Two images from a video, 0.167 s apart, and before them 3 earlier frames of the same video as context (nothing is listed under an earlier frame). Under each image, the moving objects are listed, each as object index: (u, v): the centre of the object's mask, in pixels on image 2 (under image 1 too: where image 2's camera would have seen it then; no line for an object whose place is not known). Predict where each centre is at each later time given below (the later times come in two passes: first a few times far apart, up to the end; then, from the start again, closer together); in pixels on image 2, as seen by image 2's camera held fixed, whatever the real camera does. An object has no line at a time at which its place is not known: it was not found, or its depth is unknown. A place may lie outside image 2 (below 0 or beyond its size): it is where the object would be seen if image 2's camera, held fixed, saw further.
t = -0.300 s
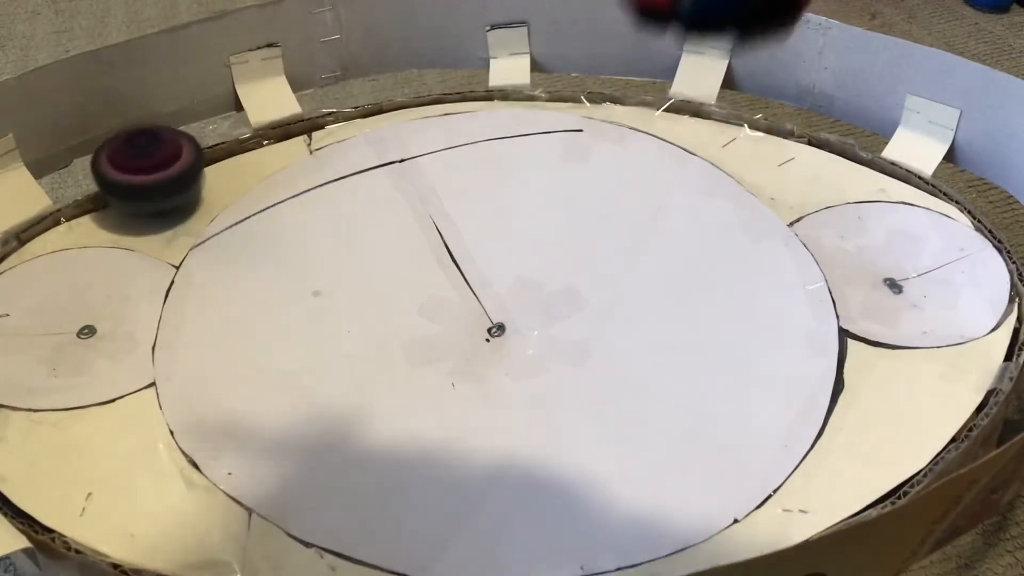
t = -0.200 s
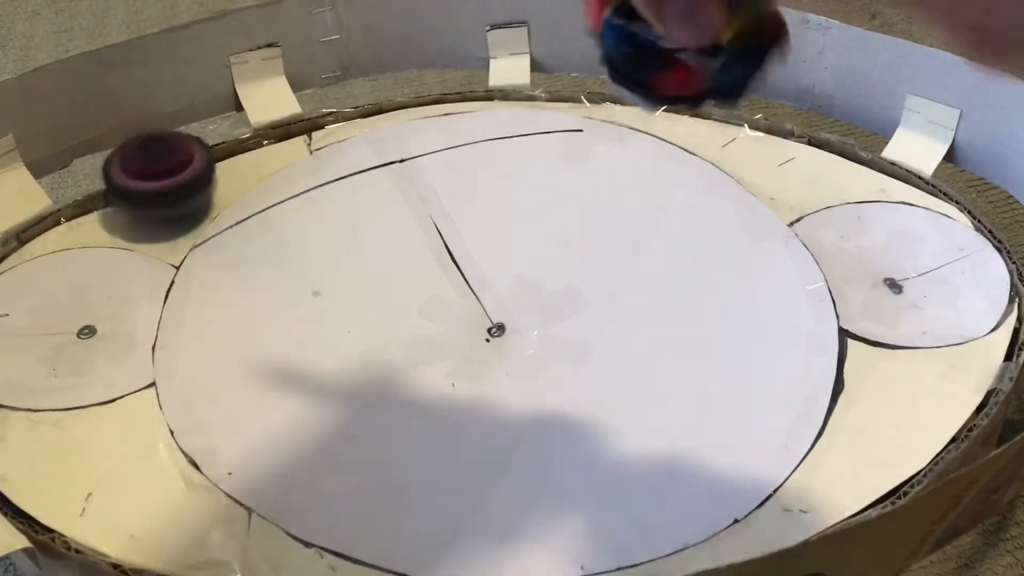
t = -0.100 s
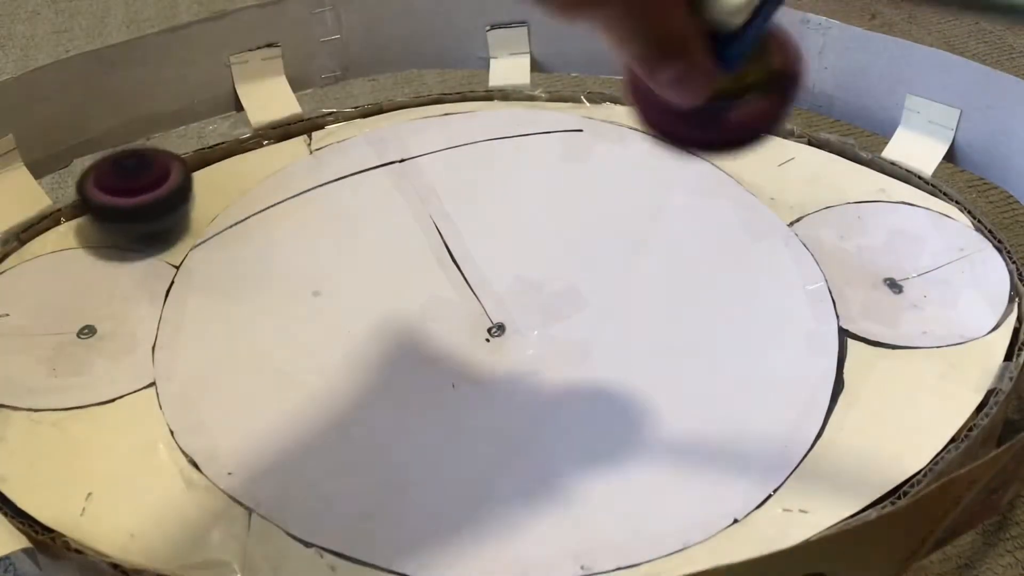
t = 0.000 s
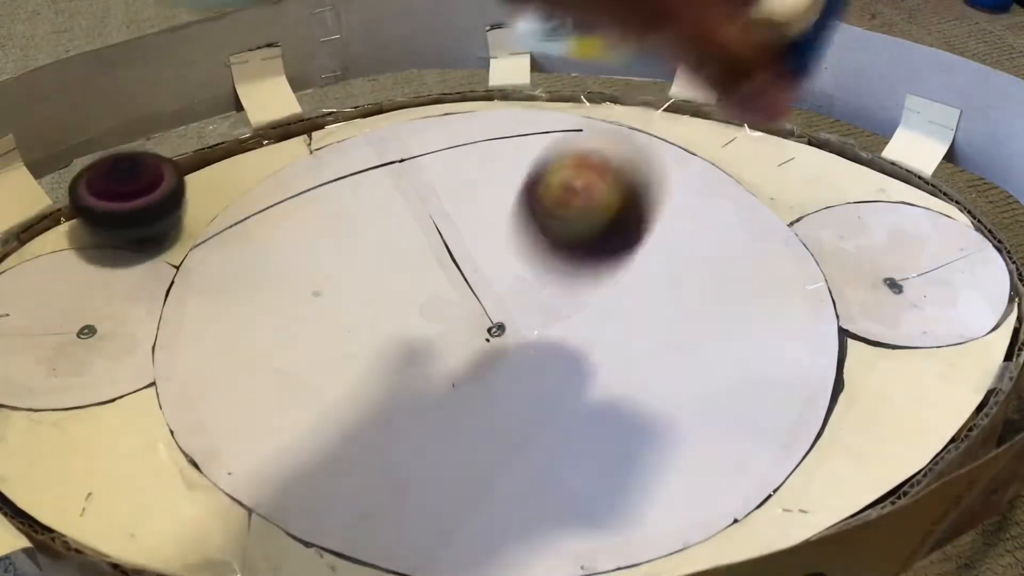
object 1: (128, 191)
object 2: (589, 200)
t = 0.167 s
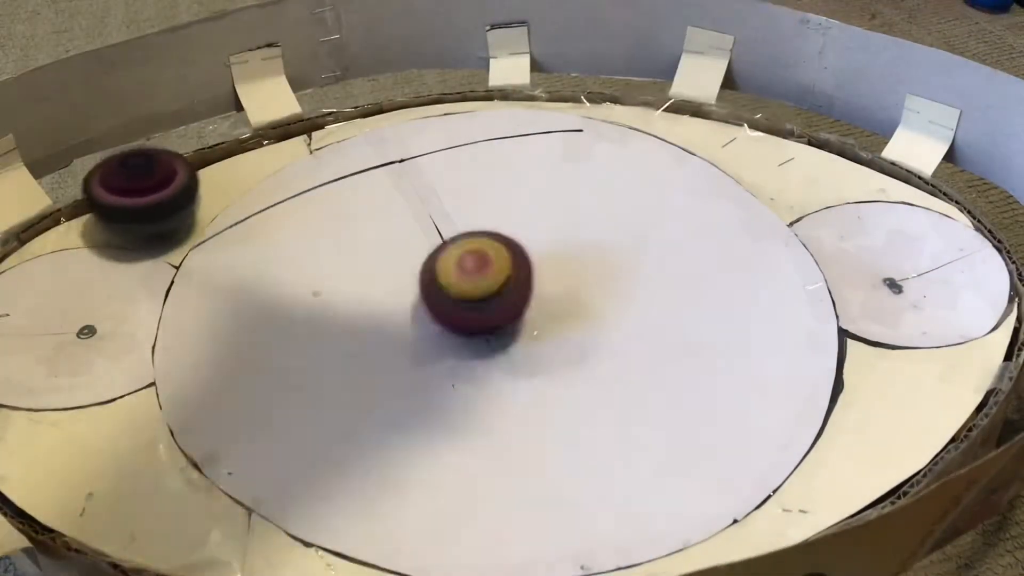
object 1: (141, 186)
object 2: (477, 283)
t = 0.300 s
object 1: (162, 188)
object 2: (531, 335)
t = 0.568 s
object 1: (155, 247)
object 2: (915, 281)
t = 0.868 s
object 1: (341, 269)
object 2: (806, 192)
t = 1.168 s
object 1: (541, 296)
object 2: (682, 252)
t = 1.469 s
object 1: (480, 252)
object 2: (815, 351)
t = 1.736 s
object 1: (506, 298)
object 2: (801, 371)
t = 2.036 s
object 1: (499, 305)
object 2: (639, 384)
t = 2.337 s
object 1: (594, 181)
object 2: (510, 517)
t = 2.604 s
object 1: (648, 194)
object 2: (408, 496)
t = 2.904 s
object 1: (604, 271)
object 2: (224, 517)
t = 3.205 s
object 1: (376, 297)
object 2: (346, 404)
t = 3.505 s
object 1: (385, 159)
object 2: (466, 302)
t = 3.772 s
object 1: (433, 41)
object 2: (504, 348)
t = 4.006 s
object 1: (561, 82)
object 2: (701, 350)
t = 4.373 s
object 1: (581, 191)
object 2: (637, 330)
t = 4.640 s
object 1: (539, 279)
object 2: (575, 457)
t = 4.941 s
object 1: (391, 358)
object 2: (500, 459)
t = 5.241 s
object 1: (172, 294)
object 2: (603, 400)
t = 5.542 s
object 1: (47, 312)
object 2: (588, 255)
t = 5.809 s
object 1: (46, 280)
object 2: (432, 196)
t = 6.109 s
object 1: (116, 304)
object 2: (344, 298)
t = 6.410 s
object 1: (223, 280)
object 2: (528, 371)
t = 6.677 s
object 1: (386, 225)
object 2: (649, 287)
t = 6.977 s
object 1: (530, 189)
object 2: (653, 265)
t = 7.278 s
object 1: (526, 247)
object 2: (624, 312)
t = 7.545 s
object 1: (420, 182)
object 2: (644, 523)
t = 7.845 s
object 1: (429, 231)
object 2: (700, 501)
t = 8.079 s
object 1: (510, 307)
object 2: (615, 356)
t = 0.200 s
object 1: (146, 186)
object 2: (474, 288)
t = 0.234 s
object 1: (151, 186)
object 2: (481, 302)
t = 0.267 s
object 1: (158, 187)
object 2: (498, 321)
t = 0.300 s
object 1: (162, 188)
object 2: (531, 335)
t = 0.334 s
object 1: (160, 192)
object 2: (571, 341)
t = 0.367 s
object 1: (154, 200)
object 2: (617, 341)
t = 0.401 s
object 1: (143, 212)
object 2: (667, 337)
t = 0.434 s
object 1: (133, 218)
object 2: (721, 329)
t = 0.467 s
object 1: (131, 227)
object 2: (776, 315)
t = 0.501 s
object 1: (135, 234)
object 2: (831, 298)
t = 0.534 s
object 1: (144, 239)
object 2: (878, 282)
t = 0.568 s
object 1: (155, 247)
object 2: (915, 281)
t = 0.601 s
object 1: (170, 257)
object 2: (966, 269)
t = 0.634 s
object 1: (187, 264)
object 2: (988, 252)
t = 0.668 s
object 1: (205, 264)
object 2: (981, 232)
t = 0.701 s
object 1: (226, 266)
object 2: (962, 221)
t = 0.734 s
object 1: (245, 267)
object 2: (923, 200)
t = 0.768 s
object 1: (268, 267)
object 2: (885, 187)
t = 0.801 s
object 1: (292, 266)
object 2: (852, 181)
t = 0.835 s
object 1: (316, 267)
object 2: (825, 183)
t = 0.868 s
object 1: (341, 269)
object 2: (806, 192)
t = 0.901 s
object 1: (365, 270)
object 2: (798, 205)
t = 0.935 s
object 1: (387, 272)
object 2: (789, 222)
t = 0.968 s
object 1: (407, 274)
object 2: (781, 229)
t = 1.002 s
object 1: (428, 277)
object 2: (773, 233)
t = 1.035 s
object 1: (448, 280)
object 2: (768, 235)
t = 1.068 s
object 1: (469, 283)
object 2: (758, 234)
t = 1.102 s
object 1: (491, 286)
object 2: (739, 236)
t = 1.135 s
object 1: (515, 287)
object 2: (713, 243)
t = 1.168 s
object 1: (541, 296)
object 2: (682, 252)
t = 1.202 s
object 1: (540, 302)
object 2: (668, 265)
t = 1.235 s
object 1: (512, 303)
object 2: (682, 283)
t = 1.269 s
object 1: (490, 303)
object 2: (701, 297)
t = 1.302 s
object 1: (478, 298)
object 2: (722, 308)
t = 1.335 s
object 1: (471, 289)
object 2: (746, 318)
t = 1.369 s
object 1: (469, 277)
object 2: (769, 327)
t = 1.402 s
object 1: (473, 268)
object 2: (787, 334)
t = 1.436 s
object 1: (477, 260)
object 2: (803, 343)
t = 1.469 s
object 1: (480, 252)
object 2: (815, 351)
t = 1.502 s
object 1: (482, 249)
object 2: (825, 353)
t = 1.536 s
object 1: (485, 252)
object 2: (831, 354)
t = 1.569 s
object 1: (486, 260)
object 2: (831, 359)
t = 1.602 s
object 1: (483, 270)
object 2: (828, 363)
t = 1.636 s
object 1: (484, 282)
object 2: (823, 366)
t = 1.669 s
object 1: (490, 292)
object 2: (816, 367)
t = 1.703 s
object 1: (498, 297)
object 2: (810, 368)
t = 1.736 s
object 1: (506, 298)
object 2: (801, 371)
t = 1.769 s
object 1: (512, 300)
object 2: (788, 375)
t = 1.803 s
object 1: (517, 303)
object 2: (775, 379)
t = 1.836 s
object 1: (522, 306)
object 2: (760, 381)
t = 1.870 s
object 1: (522, 309)
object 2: (743, 381)
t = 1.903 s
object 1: (516, 313)
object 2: (724, 381)
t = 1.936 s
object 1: (506, 315)
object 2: (703, 382)
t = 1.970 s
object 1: (498, 315)
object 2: (682, 382)
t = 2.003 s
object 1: (495, 311)
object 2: (661, 384)
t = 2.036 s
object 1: (499, 305)
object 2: (639, 384)
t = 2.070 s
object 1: (506, 298)
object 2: (618, 381)
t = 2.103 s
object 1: (517, 296)
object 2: (596, 378)
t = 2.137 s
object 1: (530, 295)
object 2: (575, 375)
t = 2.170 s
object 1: (539, 269)
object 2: (561, 416)
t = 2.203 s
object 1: (545, 240)
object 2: (549, 464)
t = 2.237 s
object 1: (553, 217)
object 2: (536, 509)
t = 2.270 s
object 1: (565, 201)
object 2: (524, 532)
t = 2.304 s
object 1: (580, 188)
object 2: (517, 522)
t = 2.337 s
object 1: (594, 181)
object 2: (510, 517)
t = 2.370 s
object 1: (607, 177)
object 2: (501, 510)
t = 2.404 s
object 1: (619, 176)
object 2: (489, 494)
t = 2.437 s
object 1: (630, 177)
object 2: (478, 491)
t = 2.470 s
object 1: (636, 179)
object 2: (466, 483)
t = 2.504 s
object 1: (642, 182)
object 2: (453, 483)
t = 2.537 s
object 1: (645, 185)
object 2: (439, 484)
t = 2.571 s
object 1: (647, 189)
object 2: (425, 488)
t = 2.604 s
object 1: (648, 194)
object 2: (408, 496)
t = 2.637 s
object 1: (649, 198)
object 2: (389, 506)
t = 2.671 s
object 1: (650, 203)
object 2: (370, 515)
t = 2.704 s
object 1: (650, 210)
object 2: (350, 522)
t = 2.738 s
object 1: (647, 218)
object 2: (322, 526)
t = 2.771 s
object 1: (641, 227)
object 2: (296, 524)
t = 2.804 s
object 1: (634, 238)
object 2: (274, 519)
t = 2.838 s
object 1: (626, 248)
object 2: (250, 518)
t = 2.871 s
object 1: (616, 258)
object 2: (227, 518)
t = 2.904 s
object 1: (604, 271)
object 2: (224, 517)
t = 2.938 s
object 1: (589, 288)
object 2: (240, 518)
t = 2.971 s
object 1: (572, 306)
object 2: (251, 513)
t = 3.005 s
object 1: (547, 323)
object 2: (254, 504)
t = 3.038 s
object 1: (517, 335)
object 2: (258, 488)
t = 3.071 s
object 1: (481, 340)
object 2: (259, 466)
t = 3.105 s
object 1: (448, 338)
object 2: (274, 449)
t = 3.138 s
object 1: (418, 331)
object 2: (300, 431)
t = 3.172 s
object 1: (394, 322)
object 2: (328, 408)
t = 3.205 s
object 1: (376, 297)
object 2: (346, 404)
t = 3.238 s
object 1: (368, 270)
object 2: (364, 403)
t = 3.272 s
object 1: (362, 245)
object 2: (383, 396)
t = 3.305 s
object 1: (359, 227)
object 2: (400, 387)
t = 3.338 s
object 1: (358, 210)
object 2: (416, 376)
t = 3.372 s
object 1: (359, 195)
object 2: (432, 362)
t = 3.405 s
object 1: (363, 181)
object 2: (449, 348)
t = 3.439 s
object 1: (370, 169)
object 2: (462, 331)
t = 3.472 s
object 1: (377, 163)
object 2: (468, 315)
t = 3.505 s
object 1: (385, 159)
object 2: (466, 302)
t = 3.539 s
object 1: (394, 156)
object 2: (460, 292)
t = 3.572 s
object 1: (402, 154)
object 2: (453, 280)
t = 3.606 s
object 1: (410, 156)
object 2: (451, 267)
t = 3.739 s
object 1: (429, 69)
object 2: (483, 329)
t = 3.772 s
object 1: (433, 41)
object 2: (504, 348)
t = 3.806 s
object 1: (459, 43)
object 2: (528, 358)
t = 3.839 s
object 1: (489, 67)
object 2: (558, 363)
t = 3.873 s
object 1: (506, 64)
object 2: (588, 364)
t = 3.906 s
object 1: (521, 60)
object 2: (619, 364)
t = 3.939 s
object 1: (540, 70)
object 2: (649, 361)
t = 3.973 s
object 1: (553, 74)
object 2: (677, 357)
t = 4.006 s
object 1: (561, 82)
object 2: (701, 350)
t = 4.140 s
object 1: (582, 119)
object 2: (728, 321)
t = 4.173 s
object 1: (596, 150)
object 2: (716, 300)
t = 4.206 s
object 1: (602, 168)
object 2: (703, 289)
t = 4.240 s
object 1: (607, 187)
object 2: (684, 280)
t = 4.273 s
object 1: (607, 200)
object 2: (664, 277)
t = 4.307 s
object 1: (596, 191)
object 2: (655, 297)
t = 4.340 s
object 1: (587, 189)
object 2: (644, 314)
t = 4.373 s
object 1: (581, 191)
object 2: (637, 330)
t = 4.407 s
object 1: (577, 197)
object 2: (629, 346)
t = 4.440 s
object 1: (572, 206)
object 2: (623, 362)
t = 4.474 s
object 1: (568, 218)
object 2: (616, 378)
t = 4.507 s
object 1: (562, 229)
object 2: (610, 394)
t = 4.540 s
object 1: (556, 243)
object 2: (602, 411)
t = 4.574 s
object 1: (550, 256)
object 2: (594, 427)
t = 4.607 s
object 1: (544, 267)
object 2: (585, 444)
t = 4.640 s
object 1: (539, 279)
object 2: (575, 457)
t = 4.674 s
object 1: (537, 297)
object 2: (569, 469)
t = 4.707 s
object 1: (531, 313)
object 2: (564, 480)
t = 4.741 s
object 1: (517, 325)
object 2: (558, 485)
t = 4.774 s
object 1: (494, 338)
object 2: (552, 487)
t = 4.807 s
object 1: (468, 348)
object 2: (545, 485)
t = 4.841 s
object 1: (443, 352)
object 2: (536, 480)
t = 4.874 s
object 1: (422, 354)
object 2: (525, 475)
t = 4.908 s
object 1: (406, 355)
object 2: (513, 468)
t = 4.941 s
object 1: (391, 358)
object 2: (500, 459)
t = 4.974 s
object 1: (378, 361)
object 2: (485, 448)
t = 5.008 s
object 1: (364, 363)
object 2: (468, 438)
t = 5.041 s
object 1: (348, 366)
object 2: (457, 430)
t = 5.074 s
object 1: (302, 351)
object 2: (484, 436)
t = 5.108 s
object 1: (257, 332)
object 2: (512, 439)
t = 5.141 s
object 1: (225, 318)
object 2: (537, 435)
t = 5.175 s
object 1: (201, 307)
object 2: (563, 428)
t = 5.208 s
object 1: (184, 299)
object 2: (584, 416)
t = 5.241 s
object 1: (172, 294)
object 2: (603, 400)
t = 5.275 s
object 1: (163, 292)
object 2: (618, 384)
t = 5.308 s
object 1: (151, 291)
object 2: (626, 367)
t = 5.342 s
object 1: (140, 292)
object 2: (631, 349)
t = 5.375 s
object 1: (127, 298)
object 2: (633, 332)
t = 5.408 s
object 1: (111, 305)
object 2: (630, 315)
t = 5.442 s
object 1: (90, 311)
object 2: (625, 299)
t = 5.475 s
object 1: (70, 313)
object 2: (616, 283)
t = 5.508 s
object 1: (55, 315)
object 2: (604, 268)
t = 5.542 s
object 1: (47, 312)
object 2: (588, 255)
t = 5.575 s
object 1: (41, 309)
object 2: (573, 243)
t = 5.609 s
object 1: (38, 304)
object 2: (554, 232)
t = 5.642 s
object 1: (34, 301)
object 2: (535, 222)
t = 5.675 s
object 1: (32, 296)
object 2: (516, 212)
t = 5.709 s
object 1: (32, 290)
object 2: (496, 205)
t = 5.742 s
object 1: (36, 287)
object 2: (475, 199)
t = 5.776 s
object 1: (39, 281)
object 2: (454, 196)
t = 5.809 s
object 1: (46, 280)
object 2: (432, 196)
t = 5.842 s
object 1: (55, 283)
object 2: (414, 201)
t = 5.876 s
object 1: (67, 289)
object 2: (394, 206)
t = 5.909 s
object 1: (79, 287)
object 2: (374, 215)
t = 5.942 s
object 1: (89, 291)
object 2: (359, 225)
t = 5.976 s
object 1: (96, 295)
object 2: (348, 236)
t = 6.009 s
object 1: (101, 296)
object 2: (340, 250)
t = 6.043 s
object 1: (107, 302)
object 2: (337, 265)
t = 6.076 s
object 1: (111, 303)
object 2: (338, 281)
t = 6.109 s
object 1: (116, 304)
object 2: (344, 298)
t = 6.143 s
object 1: (124, 307)
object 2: (354, 313)
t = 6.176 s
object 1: (131, 307)
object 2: (366, 327)
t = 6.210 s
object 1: (141, 304)
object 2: (383, 341)
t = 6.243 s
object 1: (153, 301)
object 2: (402, 350)
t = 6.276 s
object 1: (168, 298)
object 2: (425, 360)
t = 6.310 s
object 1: (183, 295)
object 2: (450, 367)
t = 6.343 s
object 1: (197, 290)
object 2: (476, 369)
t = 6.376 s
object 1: (210, 284)
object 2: (502, 372)
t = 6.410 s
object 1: (223, 280)
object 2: (528, 371)
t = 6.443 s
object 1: (236, 274)
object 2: (555, 368)
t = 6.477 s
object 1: (252, 267)
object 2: (578, 361)
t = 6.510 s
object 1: (270, 260)
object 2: (599, 351)
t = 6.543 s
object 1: (289, 253)
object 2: (618, 341)
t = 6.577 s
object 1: (310, 246)
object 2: (633, 329)
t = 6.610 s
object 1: (334, 238)
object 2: (644, 315)
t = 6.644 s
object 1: (358, 232)
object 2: (649, 301)
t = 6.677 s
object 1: (386, 225)
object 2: (649, 287)
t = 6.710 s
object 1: (418, 220)
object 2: (644, 274)
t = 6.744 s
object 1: (452, 213)
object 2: (634, 262)
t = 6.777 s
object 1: (486, 210)
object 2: (620, 252)
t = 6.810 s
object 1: (512, 210)
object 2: (611, 248)
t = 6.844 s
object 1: (513, 197)
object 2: (622, 252)
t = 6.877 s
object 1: (518, 193)
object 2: (634, 255)
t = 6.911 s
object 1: (525, 190)
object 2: (643, 257)
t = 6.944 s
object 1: (529, 188)
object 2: (649, 260)
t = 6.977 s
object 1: (530, 189)
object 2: (653, 265)
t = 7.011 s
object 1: (531, 191)
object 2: (656, 270)
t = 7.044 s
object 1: (532, 193)
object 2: (658, 275)
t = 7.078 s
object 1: (532, 199)
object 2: (658, 280)
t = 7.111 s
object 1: (532, 204)
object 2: (657, 286)
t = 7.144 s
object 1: (531, 211)
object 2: (655, 290)
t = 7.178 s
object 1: (530, 218)
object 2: (651, 295)
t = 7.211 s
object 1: (529, 227)
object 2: (644, 300)
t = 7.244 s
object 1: (528, 237)
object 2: (634, 306)
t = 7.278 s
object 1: (526, 247)
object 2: (624, 312)
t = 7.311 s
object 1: (522, 256)
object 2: (611, 317)
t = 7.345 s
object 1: (507, 249)
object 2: (612, 343)
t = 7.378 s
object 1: (480, 225)
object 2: (623, 381)
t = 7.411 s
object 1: (456, 207)
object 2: (629, 415)
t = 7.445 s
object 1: (439, 194)
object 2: (633, 446)
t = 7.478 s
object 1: (429, 187)
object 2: (635, 480)
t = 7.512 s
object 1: (424, 184)
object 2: (639, 512)
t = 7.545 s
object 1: (420, 182)
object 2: (644, 523)
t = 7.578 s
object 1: (416, 182)
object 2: (657, 520)
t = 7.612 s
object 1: (414, 184)
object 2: (670, 520)
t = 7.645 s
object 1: (413, 187)
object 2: (679, 526)
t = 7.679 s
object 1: (413, 192)
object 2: (687, 522)
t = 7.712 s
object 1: (413, 198)
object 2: (690, 520)
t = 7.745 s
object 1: (415, 207)
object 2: (689, 520)
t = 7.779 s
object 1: (418, 214)
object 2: (689, 517)
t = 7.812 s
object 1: (422, 223)
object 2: (694, 513)
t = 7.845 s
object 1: (429, 231)
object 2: (700, 501)
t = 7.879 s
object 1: (437, 242)
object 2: (695, 483)
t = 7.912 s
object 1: (444, 251)
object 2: (681, 462)
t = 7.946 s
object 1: (454, 258)
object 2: (672, 445)
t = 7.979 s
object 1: (465, 268)
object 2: (659, 424)
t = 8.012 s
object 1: (477, 279)
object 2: (644, 401)
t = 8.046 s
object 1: (493, 297)
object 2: (629, 379)
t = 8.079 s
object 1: (510, 307)
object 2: (615, 356)
